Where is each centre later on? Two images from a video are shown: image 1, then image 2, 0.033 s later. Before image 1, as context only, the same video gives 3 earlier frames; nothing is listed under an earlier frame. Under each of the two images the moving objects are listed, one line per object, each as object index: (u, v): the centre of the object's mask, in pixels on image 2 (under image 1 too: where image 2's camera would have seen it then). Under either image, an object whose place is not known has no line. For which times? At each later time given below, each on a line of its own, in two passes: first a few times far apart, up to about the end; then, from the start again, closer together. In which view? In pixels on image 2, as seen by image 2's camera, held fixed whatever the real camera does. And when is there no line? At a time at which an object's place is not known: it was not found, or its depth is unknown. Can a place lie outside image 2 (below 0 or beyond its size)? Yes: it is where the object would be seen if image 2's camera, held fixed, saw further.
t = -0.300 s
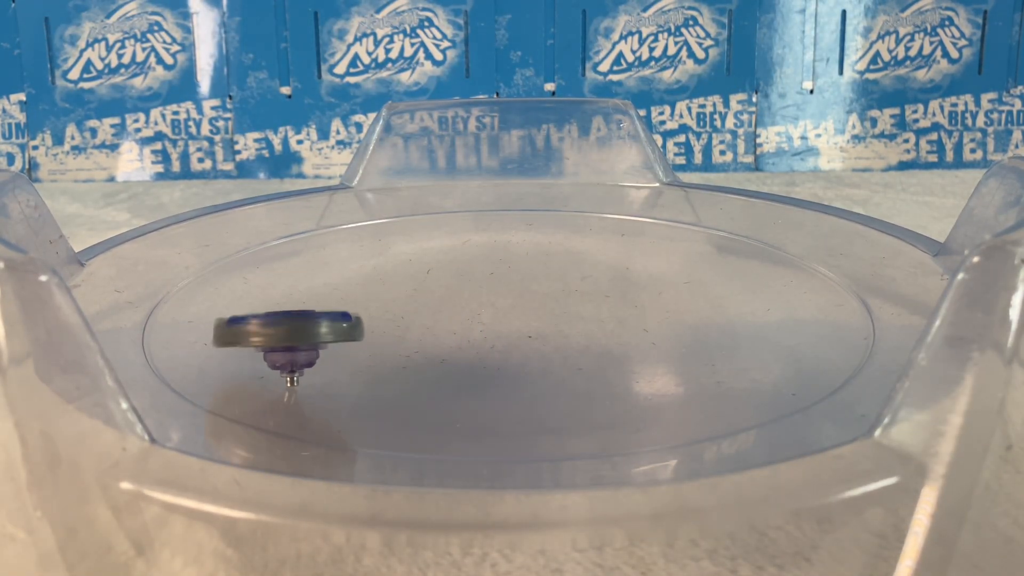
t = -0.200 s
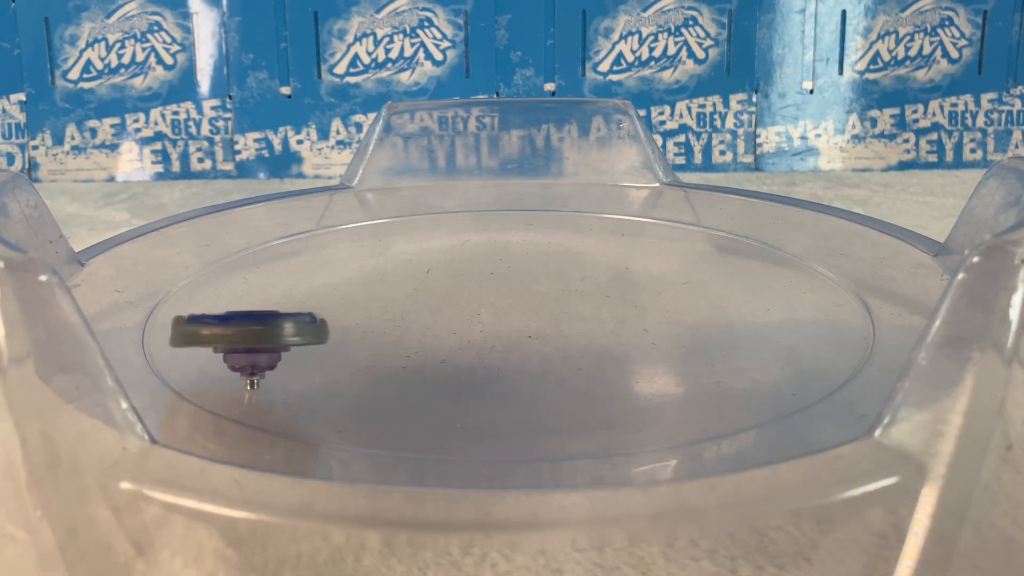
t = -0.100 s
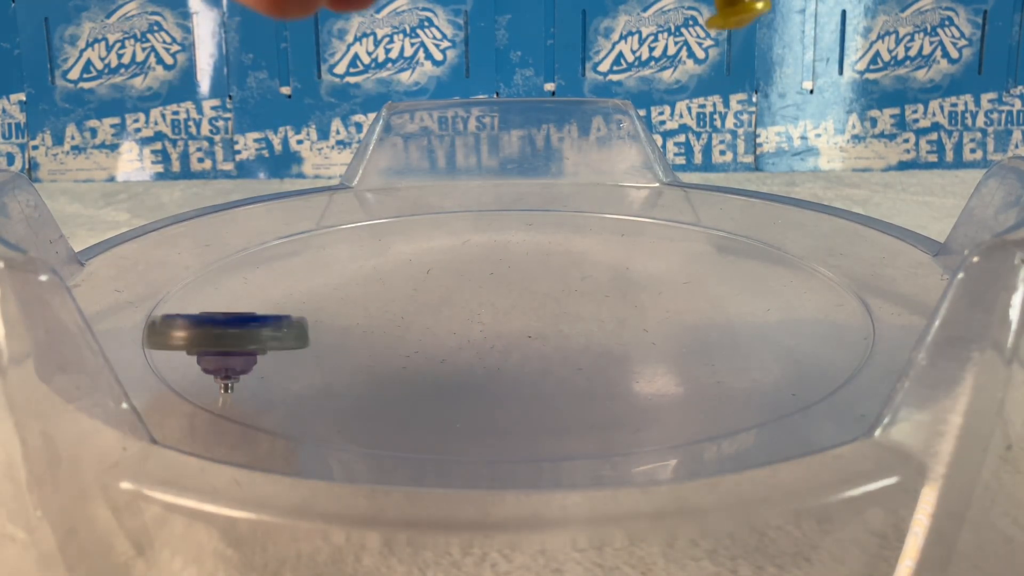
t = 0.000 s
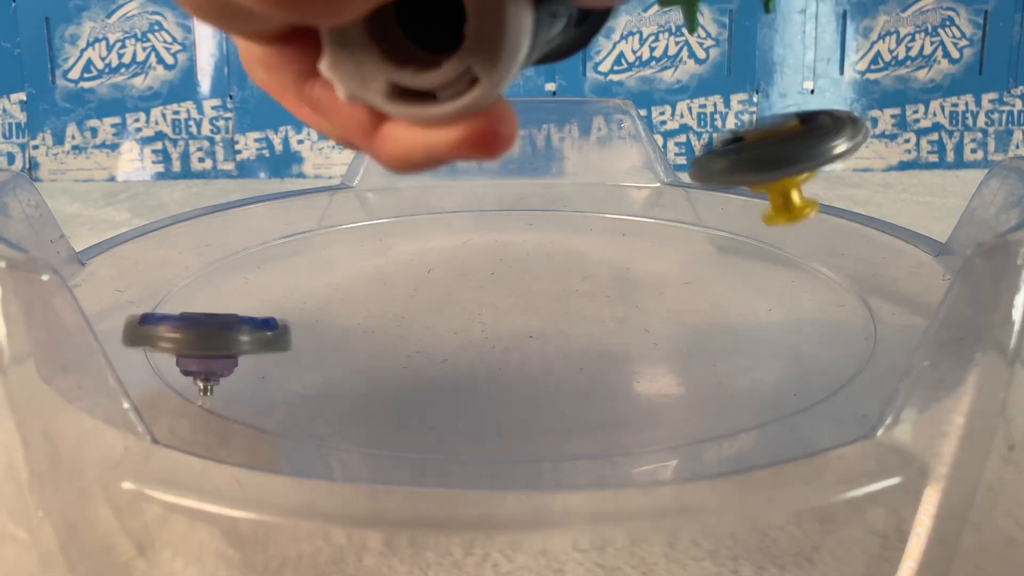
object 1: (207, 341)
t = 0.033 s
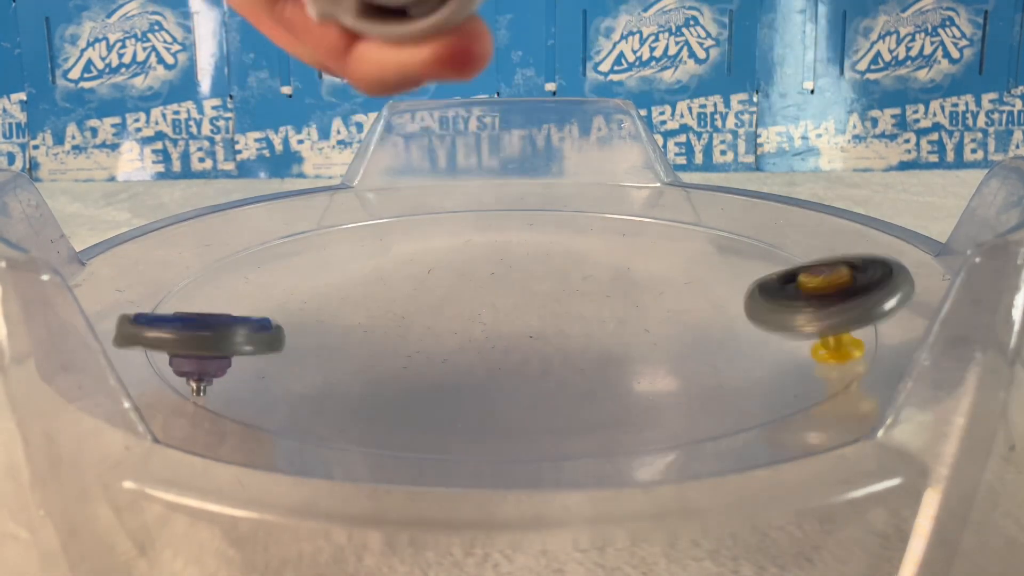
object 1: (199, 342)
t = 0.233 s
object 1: (217, 345)
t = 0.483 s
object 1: (250, 333)
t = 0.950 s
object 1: (647, 237)
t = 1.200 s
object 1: (361, 183)
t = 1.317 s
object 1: (253, 193)
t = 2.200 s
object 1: (762, 295)
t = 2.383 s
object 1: (683, 192)
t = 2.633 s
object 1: (453, 175)
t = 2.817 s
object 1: (346, 239)
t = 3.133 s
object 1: (768, 322)
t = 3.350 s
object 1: (759, 227)
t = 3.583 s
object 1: (548, 208)
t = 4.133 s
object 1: (844, 324)
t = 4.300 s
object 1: (809, 246)
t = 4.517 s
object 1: (521, 254)
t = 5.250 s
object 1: (758, 283)
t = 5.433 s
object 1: (492, 263)
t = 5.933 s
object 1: (368, 388)
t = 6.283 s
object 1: (629, 256)
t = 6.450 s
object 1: (440, 211)
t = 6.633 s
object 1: (254, 225)
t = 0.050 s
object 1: (194, 338)
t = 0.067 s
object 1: (190, 341)
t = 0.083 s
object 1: (190, 341)
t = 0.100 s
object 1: (192, 342)
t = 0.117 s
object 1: (194, 343)
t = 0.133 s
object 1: (198, 344)
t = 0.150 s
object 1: (201, 344)
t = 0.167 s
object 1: (204, 345)
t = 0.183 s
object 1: (208, 339)
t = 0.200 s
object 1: (209, 339)
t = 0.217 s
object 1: (215, 346)
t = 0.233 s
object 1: (217, 345)
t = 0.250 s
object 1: (220, 346)
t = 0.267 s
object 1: (224, 346)
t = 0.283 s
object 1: (225, 345)
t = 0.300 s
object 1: (229, 345)
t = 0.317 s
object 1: (232, 345)
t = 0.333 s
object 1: (233, 344)
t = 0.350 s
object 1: (236, 343)
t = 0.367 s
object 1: (238, 342)
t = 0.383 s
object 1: (239, 341)
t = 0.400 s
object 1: (242, 340)
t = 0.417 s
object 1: (244, 338)
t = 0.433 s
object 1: (245, 338)
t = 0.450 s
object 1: (247, 336)
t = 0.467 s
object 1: (249, 335)
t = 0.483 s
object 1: (250, 333)
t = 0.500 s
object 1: (251, 332)
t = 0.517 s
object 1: (242, 340)
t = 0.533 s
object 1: (194, 330)
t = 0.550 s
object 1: (138, 325)
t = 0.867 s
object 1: (723, 295)
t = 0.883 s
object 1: (713, 283)
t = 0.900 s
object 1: (698, 271)
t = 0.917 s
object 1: (682, 259)
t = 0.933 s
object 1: (665, 249)
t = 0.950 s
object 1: (647, 237)
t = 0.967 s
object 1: (628, 226)
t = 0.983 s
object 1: (610, 216)
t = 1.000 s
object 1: (590, 206)
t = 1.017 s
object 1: (571, 197)
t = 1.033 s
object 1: (551, 188)
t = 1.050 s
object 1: (531, 180)
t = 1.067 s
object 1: (510, 174)
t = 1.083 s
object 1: (490, 173)
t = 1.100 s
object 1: (469, 178)
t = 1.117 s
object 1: (449, 175)
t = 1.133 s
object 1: (431, 173)
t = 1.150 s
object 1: (413, 178)
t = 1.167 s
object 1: (395, 179)
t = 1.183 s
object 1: (378, 182)
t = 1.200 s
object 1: (361, 183)
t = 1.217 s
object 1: (344, 185)
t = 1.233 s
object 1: (328, 187)
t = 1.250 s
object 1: (311, 189)
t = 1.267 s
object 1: (296, 189)
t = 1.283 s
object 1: (280, 190)
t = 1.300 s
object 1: (267, 191)
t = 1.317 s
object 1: (253, 193)
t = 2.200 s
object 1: (762, 295)
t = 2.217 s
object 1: (765, 283)
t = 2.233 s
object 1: (767, 271)
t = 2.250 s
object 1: (765, 258)
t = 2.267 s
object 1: (764, 247)
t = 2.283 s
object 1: (760, 235)
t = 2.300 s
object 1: (756, 224)
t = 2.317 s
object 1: (749, 214)
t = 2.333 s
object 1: (738, 203)
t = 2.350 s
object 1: (720, 197)
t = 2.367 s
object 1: (702, 196)
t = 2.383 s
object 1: (683, 192)
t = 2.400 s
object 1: (665, 187)
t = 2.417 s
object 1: (647, 185)
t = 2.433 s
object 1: (630, 182)
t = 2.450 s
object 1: (614, 179)
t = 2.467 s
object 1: (598, 176)
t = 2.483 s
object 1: (584, 173)
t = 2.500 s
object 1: (569, 171)
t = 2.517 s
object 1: (553, 173)
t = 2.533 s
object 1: (537, 172)
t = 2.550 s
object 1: (522, 173)
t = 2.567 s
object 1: (507, 173)
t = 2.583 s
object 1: (493, 173)
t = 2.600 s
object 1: (479, 174)
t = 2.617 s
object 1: (465, 173)
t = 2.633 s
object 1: (453, 175)
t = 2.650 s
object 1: (439, 175)
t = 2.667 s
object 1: (426, 177)
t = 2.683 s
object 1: (414, 179)
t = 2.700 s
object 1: (402, 183)
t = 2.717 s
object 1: (391, 187)
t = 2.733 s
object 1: (381, 194)
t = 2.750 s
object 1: (372, 202)
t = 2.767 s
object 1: (363, 210)
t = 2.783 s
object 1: (356, 219)
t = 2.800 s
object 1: (351, 228)
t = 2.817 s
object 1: (346, 239)
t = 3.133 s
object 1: (768, 322)
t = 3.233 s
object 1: (850, 258)
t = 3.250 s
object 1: (835, 253)
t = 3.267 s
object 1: (821, 254)
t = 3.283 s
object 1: (809, 247)
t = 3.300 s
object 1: (795, 238)
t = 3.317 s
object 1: (783, 235)
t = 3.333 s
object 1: (771, 233)
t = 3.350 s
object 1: (759, 227)
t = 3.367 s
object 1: (747, 223)
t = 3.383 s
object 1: (736, 219)
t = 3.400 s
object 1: (725, 213)
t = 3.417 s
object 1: (715, 209)
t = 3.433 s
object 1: (705, 205)
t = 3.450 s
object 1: (692, 201)
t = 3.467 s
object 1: (677, 199)
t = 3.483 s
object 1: (660, 198)
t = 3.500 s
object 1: (641, 197)
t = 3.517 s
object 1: (623, 197)
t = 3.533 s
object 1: (604, 198)
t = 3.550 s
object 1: (585, 200)
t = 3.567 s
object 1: (567, 204)
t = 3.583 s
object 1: (548, 208)
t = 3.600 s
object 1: (529, 213)
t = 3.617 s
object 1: (511, 219)
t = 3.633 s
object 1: (492, 226)
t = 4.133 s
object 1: (844, 324)
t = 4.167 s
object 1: (858, 305)
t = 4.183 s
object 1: (860, 297)
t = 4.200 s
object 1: (860, 289)
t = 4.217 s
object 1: (857, 281)
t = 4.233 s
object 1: (850, 273)
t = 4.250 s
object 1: (842, 265)
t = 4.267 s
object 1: (834, 258)
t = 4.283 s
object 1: (823, 251)
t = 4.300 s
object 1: (809, 246)
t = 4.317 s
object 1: (794, 241)
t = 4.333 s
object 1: (778, 238)
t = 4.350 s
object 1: (759, 236)
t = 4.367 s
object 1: (739, 234)
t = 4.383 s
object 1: (718, 233)
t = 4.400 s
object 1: (696, 234)
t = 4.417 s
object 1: (672, 235)
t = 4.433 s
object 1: (647, 236)
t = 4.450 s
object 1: (622, 239)
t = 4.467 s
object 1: (597, 242)
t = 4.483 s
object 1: (572, 245)
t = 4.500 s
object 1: (546, 250)
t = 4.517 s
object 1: (521, 254)
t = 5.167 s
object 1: (825, 313)
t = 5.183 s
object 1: (819, 305)
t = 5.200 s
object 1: (809, 299)
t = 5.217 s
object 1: (794, 293)
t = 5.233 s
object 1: (777, 288)
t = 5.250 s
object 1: (758, 283)
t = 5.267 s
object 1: (736, 280)
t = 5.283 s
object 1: (714, 276)
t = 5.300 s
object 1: (691, 273)
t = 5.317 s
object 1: (667, 271)
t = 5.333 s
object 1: (641, 269)
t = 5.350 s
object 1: (617, 266)
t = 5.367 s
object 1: (592, 265)
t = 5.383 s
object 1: (568, 264)
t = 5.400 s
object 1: (543, 263)
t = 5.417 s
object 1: (517, 263)
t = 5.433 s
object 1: (492, 263)
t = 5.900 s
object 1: (294, 381)
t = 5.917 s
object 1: (330, 385)
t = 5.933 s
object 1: (368, 388)
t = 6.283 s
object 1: (629, 256)
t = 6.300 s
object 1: (613, 249)
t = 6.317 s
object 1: (595, 244)
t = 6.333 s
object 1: (577, 238)
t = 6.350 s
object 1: (559, 233)
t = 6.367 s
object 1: (540, 229)
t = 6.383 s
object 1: (520, 225)
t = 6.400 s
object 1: (500, 221)
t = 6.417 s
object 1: (480, 217)
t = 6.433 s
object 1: (460, 214)
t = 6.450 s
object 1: (440, 211)
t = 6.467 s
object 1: (420, 208)
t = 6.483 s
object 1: (400, 206)
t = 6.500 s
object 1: (379, 203)
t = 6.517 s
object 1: (358, 202)
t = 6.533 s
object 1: (339, 200)
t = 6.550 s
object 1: (321, 199)
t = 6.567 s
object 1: (307, 202)
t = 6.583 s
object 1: (293, 211)
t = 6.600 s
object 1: (280, 215)
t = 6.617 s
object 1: (267, 221)
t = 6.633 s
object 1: (254, 225)
